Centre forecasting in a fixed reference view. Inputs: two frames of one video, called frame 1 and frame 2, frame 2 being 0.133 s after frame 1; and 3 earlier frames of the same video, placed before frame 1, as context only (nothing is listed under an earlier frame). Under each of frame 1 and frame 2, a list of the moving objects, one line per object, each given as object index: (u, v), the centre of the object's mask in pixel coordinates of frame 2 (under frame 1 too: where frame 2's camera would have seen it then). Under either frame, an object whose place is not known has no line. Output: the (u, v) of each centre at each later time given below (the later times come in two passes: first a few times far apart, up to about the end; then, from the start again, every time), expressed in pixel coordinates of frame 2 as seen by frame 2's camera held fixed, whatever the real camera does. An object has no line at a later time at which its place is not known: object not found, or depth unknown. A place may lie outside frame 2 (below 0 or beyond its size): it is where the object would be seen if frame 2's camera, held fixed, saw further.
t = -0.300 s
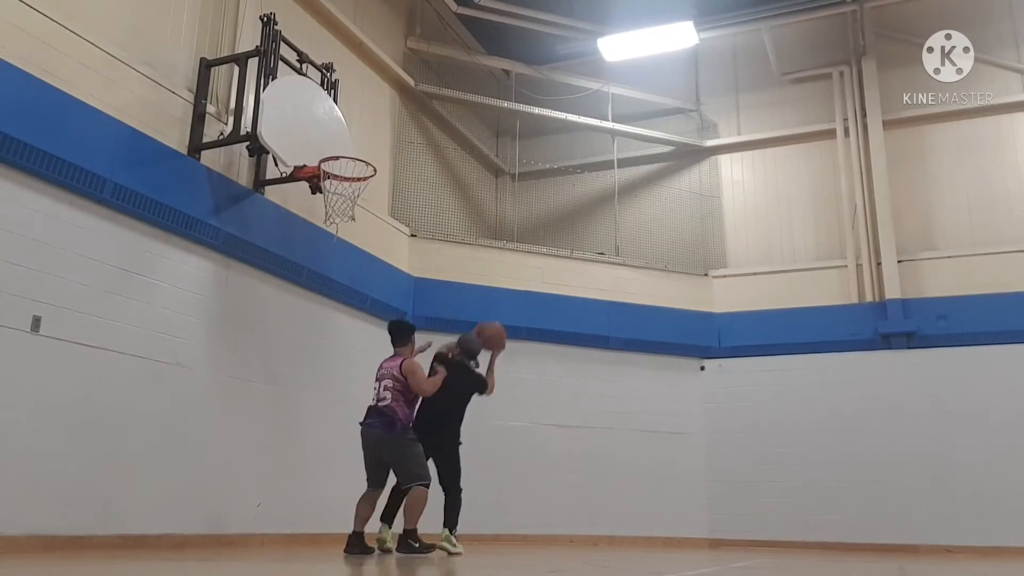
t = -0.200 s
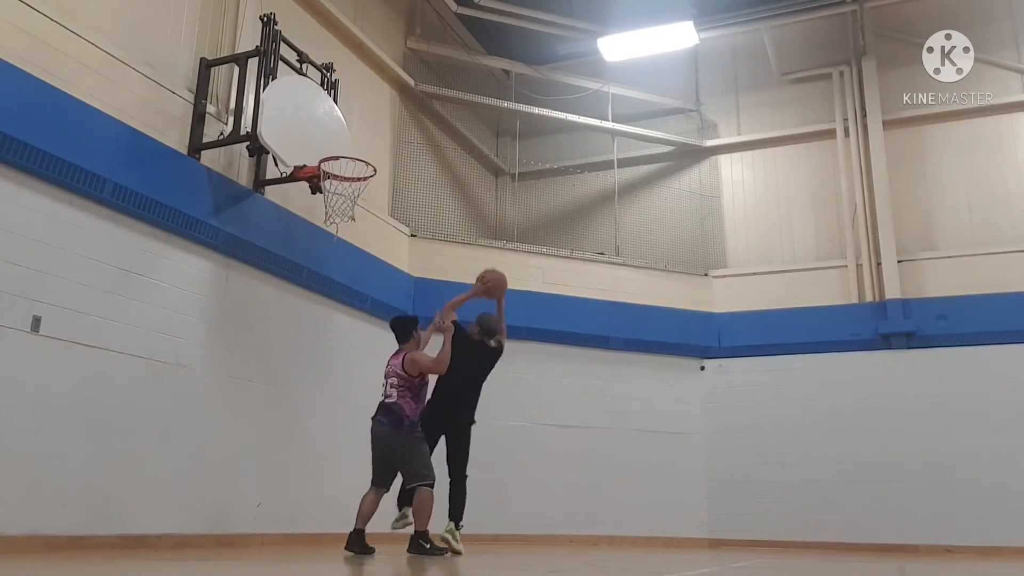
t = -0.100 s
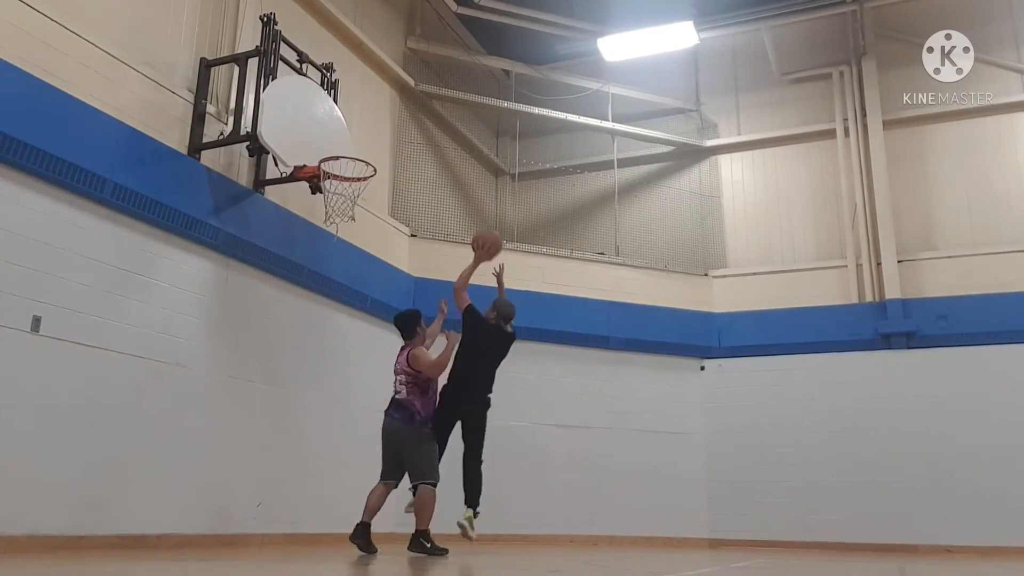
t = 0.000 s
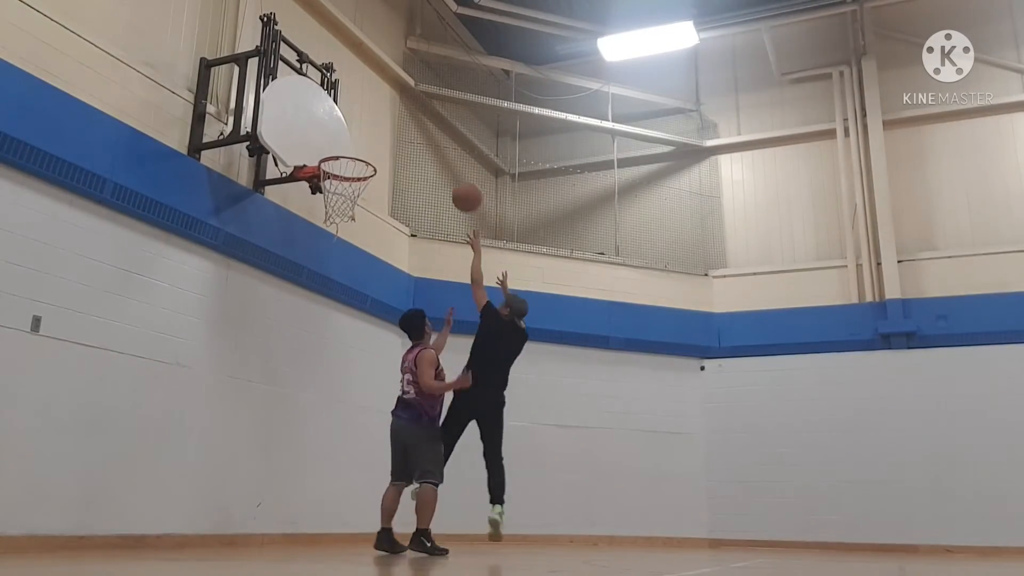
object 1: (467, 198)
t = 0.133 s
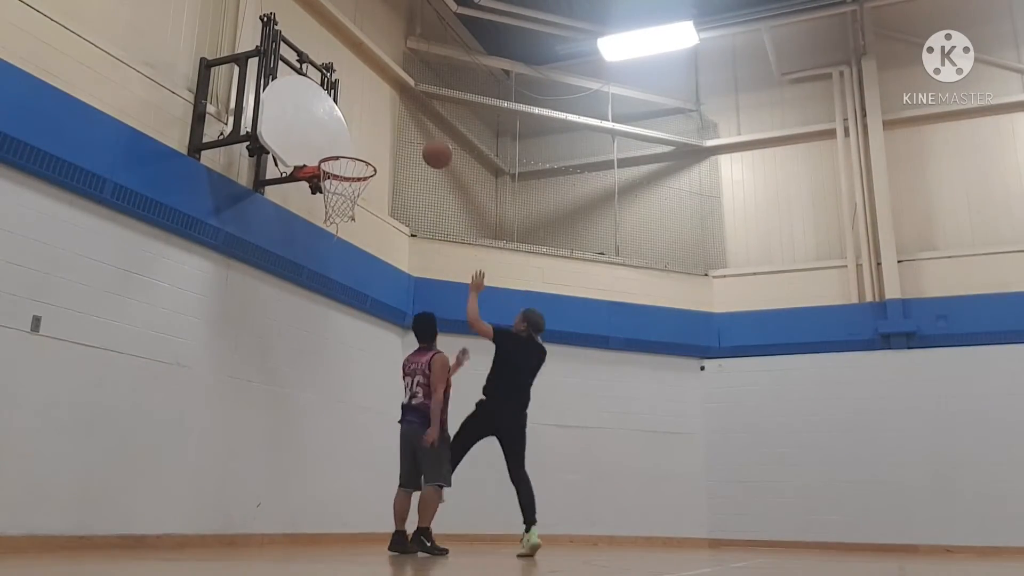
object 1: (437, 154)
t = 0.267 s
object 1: (408, 132)
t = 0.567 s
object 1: (343, 152)
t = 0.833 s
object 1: (334, 198)
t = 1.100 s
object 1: (349, 245)
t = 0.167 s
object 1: (430, 148)
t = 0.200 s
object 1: (422, 141)
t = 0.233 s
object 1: (415, 136)
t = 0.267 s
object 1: (408, 132)
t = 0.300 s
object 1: (400, 130)
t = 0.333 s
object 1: (393, 129)
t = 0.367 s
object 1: (386, 129)
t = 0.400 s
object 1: (379, 130)
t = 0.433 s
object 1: (372, 133)
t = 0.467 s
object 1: (364, 137)
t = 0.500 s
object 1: (357, 142)
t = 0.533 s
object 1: (349, 147)
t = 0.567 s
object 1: (343, 152)
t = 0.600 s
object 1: (339, 156)
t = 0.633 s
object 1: (335, 161)
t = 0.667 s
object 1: (335, 165)
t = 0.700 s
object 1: (334, 170)
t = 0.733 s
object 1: (334, 176)
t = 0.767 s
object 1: (334, 183)
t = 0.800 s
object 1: (334, 189)
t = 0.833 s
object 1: (334, 198)
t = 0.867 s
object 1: (336, 204)
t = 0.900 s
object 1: (337, 208)
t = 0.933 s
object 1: (340, 211)
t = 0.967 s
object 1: (342, 216)
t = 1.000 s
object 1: (344, 222)
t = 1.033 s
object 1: (346, 228)
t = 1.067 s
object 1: (348, 236)
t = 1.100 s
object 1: (349, 245)
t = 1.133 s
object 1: (351, 255)
